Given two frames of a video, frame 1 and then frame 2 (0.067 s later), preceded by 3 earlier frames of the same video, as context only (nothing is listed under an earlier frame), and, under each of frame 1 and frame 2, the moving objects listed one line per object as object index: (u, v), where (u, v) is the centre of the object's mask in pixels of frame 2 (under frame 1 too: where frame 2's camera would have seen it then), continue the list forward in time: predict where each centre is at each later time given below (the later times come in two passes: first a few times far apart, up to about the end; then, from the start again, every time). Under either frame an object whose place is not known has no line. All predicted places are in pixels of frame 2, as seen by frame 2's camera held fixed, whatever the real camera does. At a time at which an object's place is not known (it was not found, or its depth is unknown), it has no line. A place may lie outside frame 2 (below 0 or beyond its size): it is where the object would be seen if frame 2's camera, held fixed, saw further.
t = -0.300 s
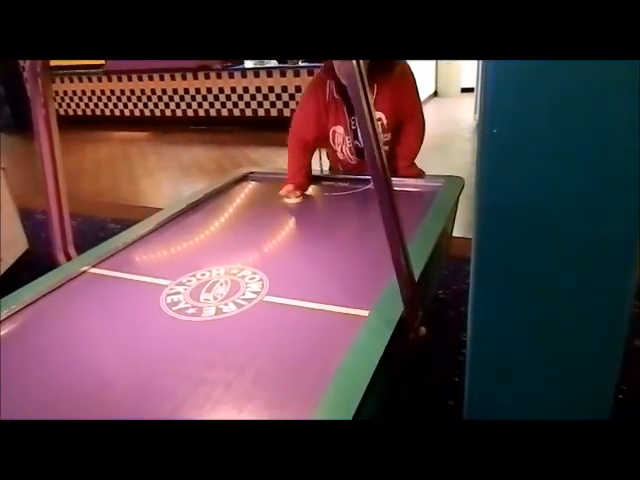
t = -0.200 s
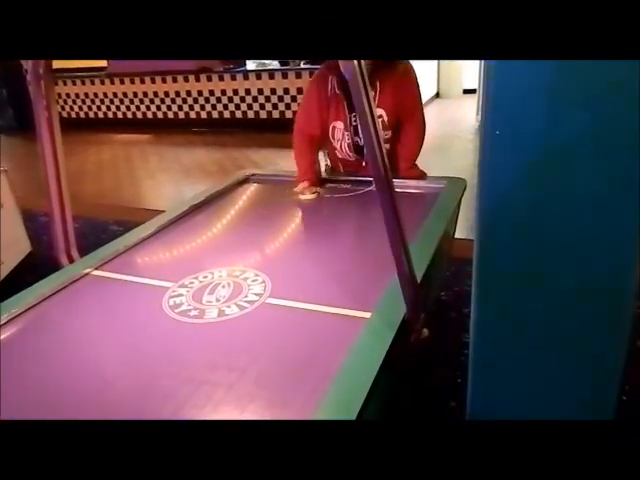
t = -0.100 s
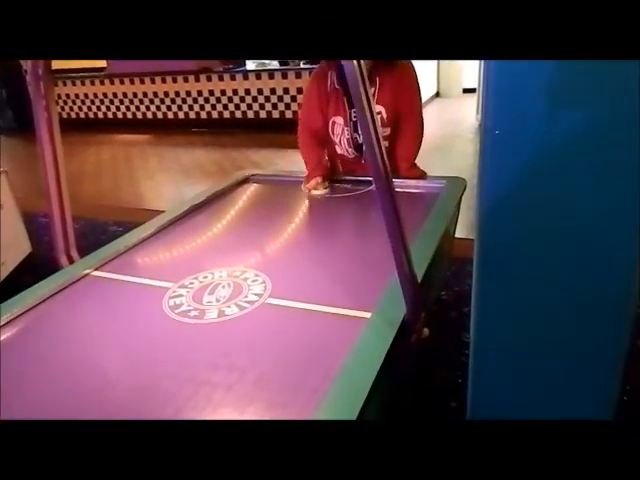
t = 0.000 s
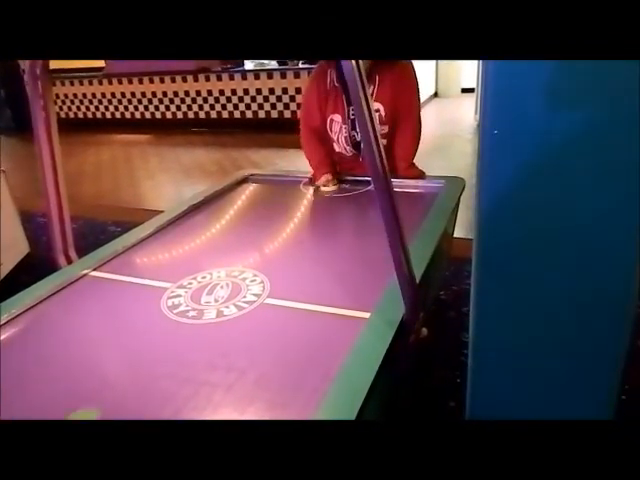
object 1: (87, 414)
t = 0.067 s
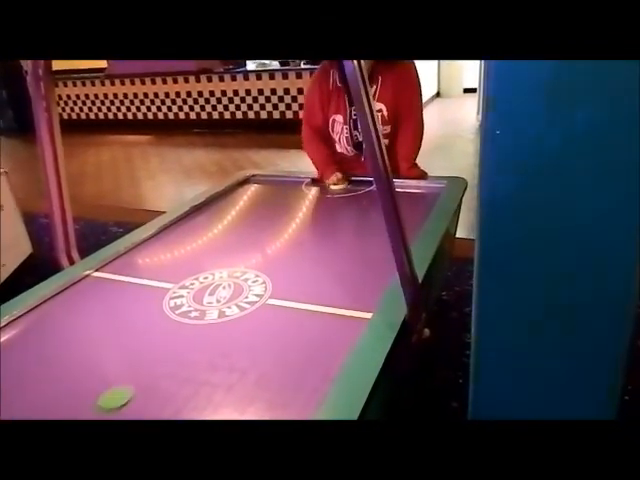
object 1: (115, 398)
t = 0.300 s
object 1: (204, 332)
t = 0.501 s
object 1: (258, 291)
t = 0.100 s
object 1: (129, 388)
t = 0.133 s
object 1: (143, 377)
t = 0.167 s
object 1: (157, 366)
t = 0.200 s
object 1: (168, 357)
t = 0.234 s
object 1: (182, 349)
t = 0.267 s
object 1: (193, 340)
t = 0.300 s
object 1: (204, 332)
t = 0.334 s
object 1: (215, 323)
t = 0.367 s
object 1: (223, 316)
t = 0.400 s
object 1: (233, 310)
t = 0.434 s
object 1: (242, 302)
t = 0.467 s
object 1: (251, 296)
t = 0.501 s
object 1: (258, 291)
